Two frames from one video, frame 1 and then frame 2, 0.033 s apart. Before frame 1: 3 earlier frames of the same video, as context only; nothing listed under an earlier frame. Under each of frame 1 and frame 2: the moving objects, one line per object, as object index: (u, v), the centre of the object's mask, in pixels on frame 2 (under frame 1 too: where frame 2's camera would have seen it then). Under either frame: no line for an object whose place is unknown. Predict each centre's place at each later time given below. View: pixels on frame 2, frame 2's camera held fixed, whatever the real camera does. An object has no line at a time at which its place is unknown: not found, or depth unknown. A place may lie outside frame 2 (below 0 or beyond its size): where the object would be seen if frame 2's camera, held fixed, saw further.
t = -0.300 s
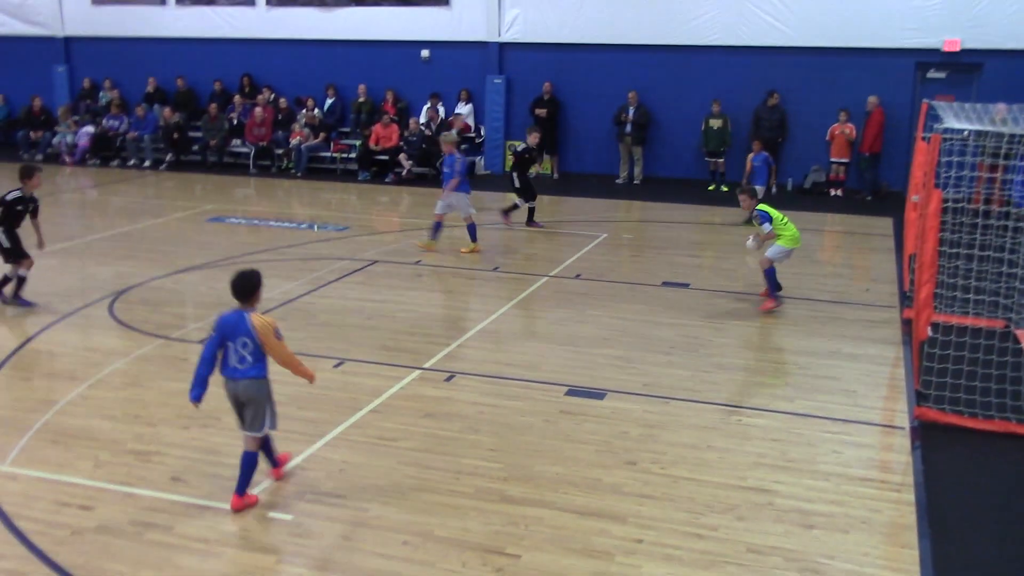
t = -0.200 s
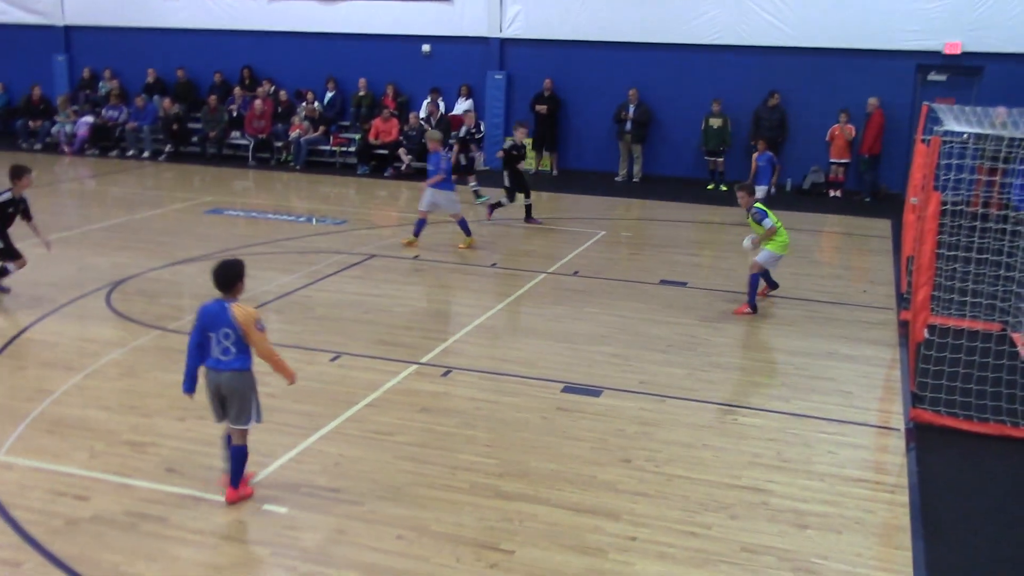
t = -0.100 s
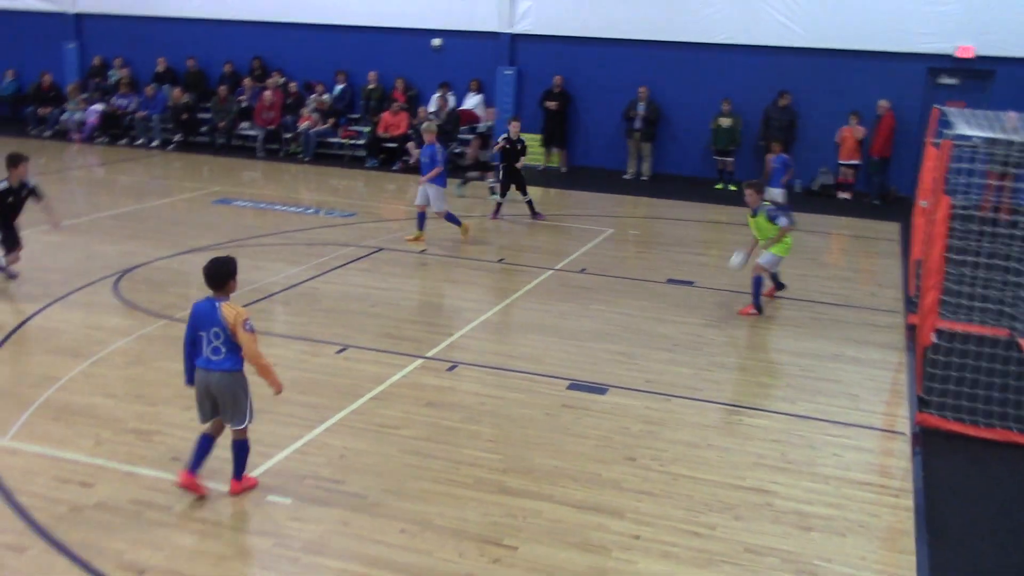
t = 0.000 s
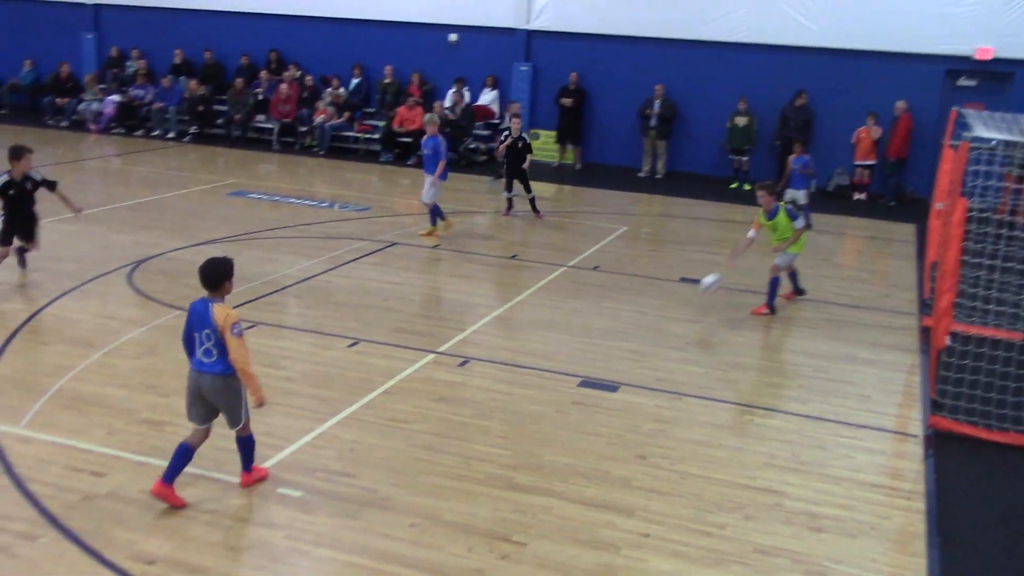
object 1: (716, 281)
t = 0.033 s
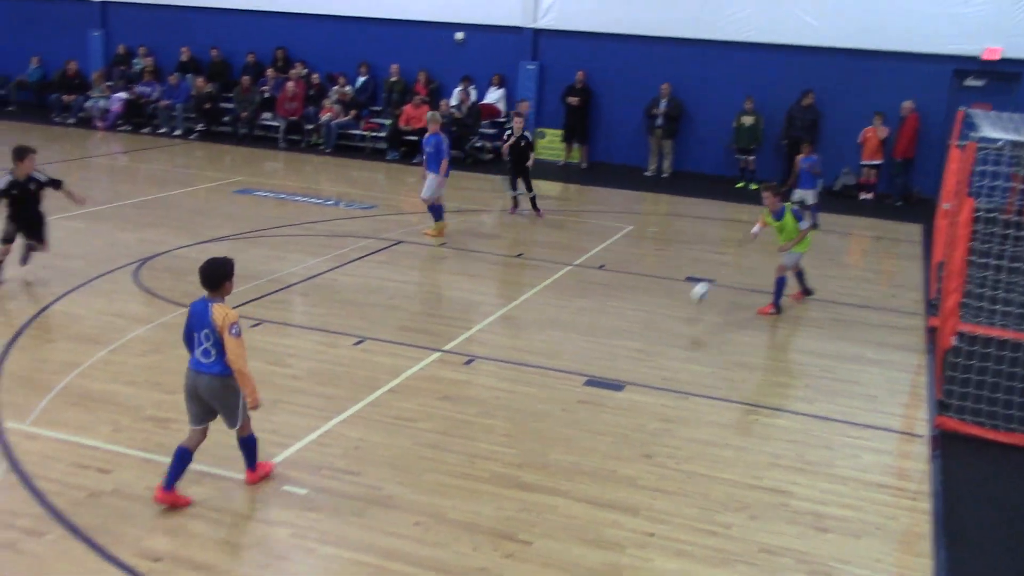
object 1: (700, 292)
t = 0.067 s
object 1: (686, 302)
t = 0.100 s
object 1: (669, 315)
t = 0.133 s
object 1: (653, 327)
